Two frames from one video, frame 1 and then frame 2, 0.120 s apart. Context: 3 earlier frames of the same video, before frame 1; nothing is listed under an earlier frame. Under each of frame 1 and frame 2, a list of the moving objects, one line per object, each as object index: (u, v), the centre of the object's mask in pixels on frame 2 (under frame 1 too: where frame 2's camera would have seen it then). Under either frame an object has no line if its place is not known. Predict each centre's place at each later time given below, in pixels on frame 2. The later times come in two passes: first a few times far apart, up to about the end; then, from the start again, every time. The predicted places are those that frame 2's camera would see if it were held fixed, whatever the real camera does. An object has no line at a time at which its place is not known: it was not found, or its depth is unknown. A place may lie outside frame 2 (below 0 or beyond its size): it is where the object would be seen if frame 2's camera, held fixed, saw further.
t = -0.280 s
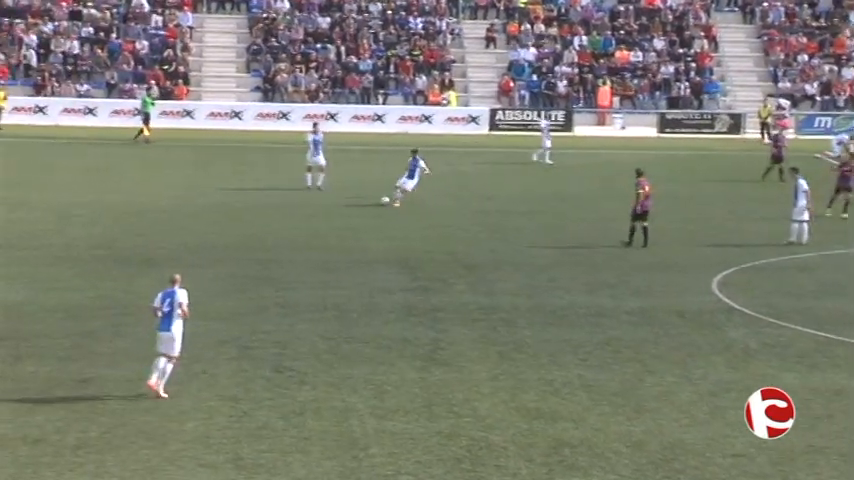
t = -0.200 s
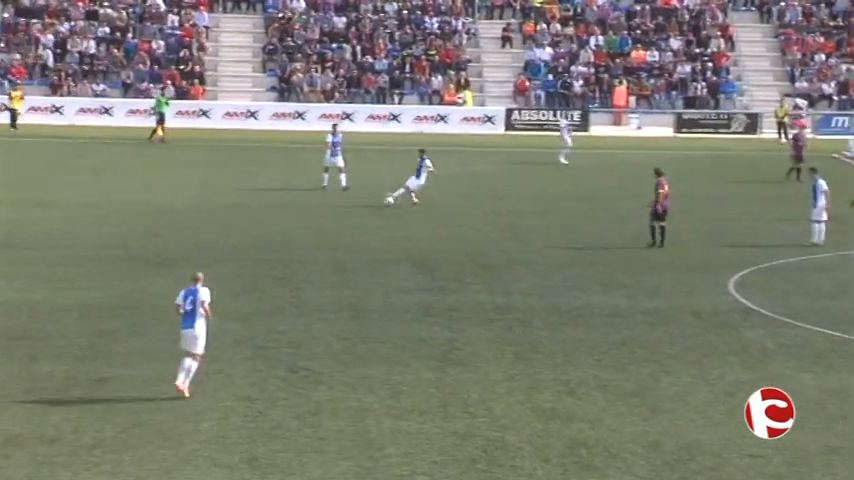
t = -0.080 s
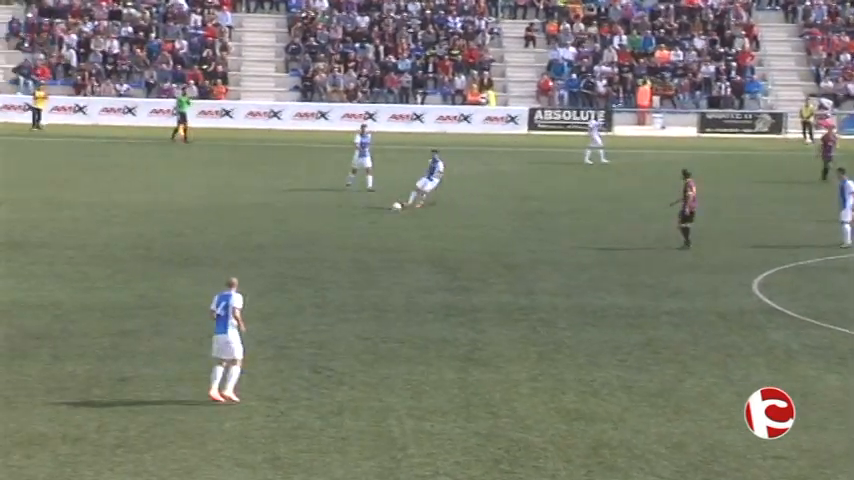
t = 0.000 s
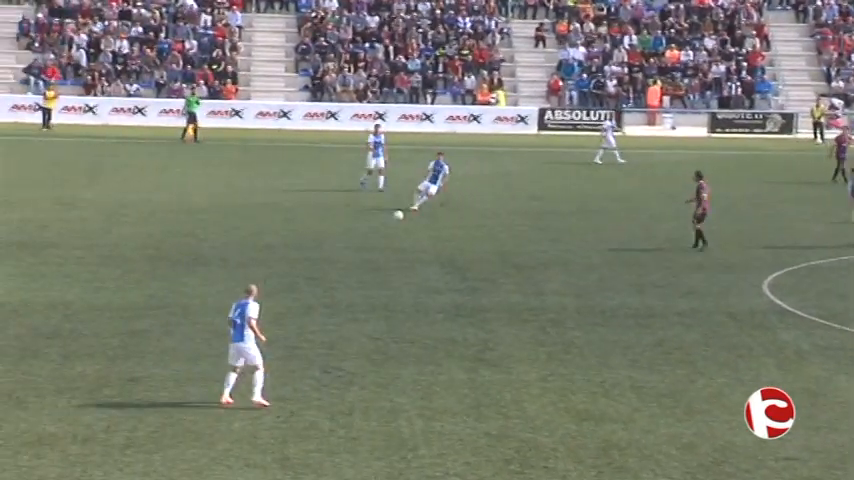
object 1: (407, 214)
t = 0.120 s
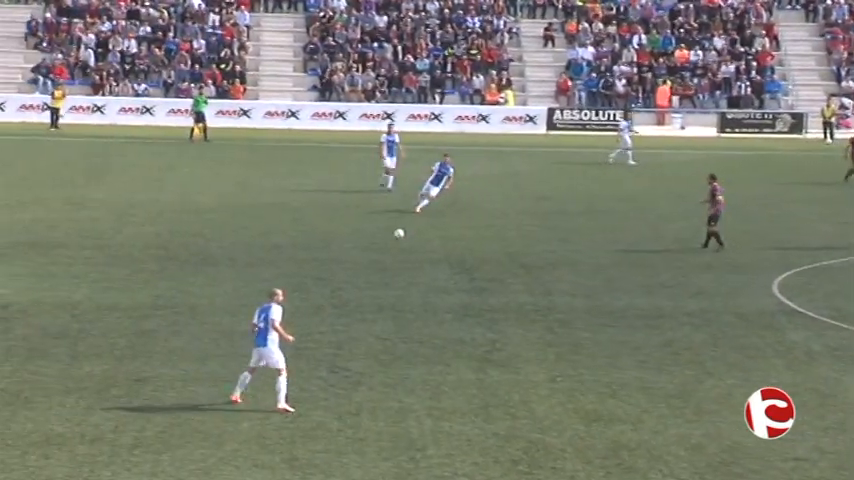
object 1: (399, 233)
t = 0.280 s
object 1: (396, 256)
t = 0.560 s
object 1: (405, 299)
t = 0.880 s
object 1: (431, 345)
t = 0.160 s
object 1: (398, 241)
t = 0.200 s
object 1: (396, 251)
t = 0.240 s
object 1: (396, 254)
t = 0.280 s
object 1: (396, 256)
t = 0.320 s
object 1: (396, 258)
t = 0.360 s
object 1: (397, 262)
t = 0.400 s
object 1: (398, 267)
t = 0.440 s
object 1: (399, 274)
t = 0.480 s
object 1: (401, 282)
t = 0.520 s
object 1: (403, 290)
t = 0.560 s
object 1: (405, 299)
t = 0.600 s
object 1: (407, 301)
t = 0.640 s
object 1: (410, 303)
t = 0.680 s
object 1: (413, 307)
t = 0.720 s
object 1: (416, 311)
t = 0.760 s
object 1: (419, 319)
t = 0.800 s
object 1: (423, 326)
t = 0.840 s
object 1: (426, 335)
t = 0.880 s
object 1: (431, 345)
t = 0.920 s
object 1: (435, 349)
